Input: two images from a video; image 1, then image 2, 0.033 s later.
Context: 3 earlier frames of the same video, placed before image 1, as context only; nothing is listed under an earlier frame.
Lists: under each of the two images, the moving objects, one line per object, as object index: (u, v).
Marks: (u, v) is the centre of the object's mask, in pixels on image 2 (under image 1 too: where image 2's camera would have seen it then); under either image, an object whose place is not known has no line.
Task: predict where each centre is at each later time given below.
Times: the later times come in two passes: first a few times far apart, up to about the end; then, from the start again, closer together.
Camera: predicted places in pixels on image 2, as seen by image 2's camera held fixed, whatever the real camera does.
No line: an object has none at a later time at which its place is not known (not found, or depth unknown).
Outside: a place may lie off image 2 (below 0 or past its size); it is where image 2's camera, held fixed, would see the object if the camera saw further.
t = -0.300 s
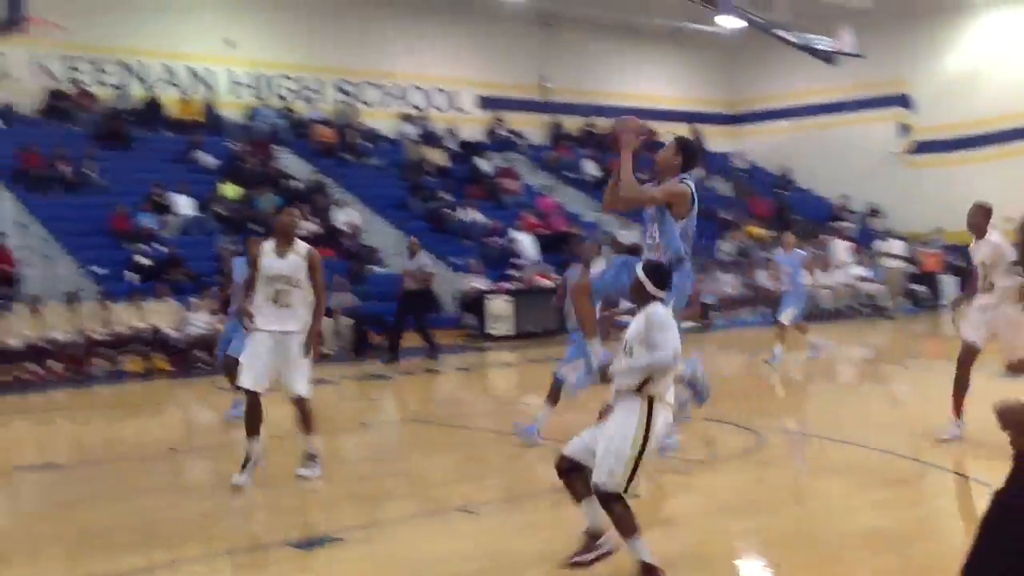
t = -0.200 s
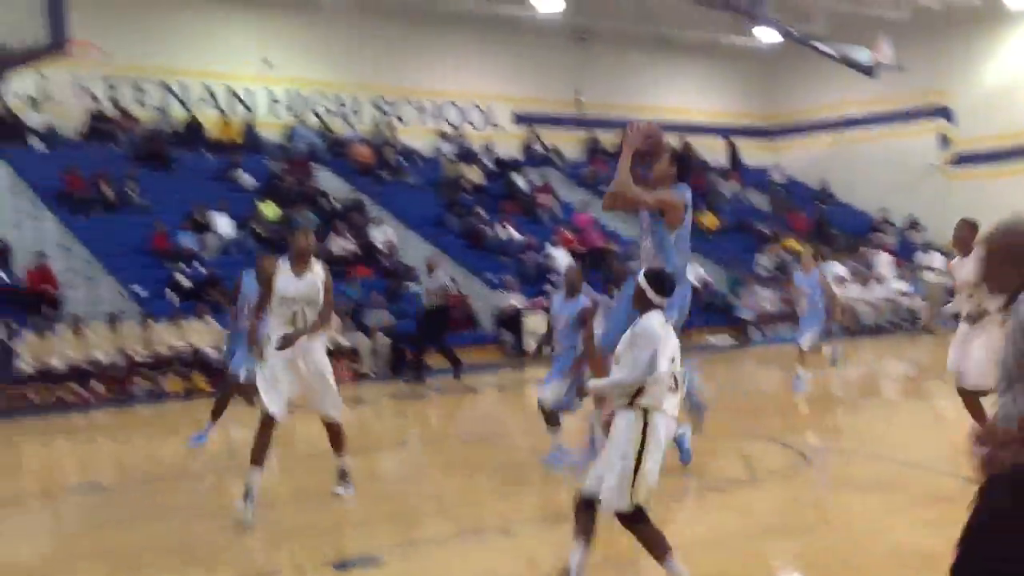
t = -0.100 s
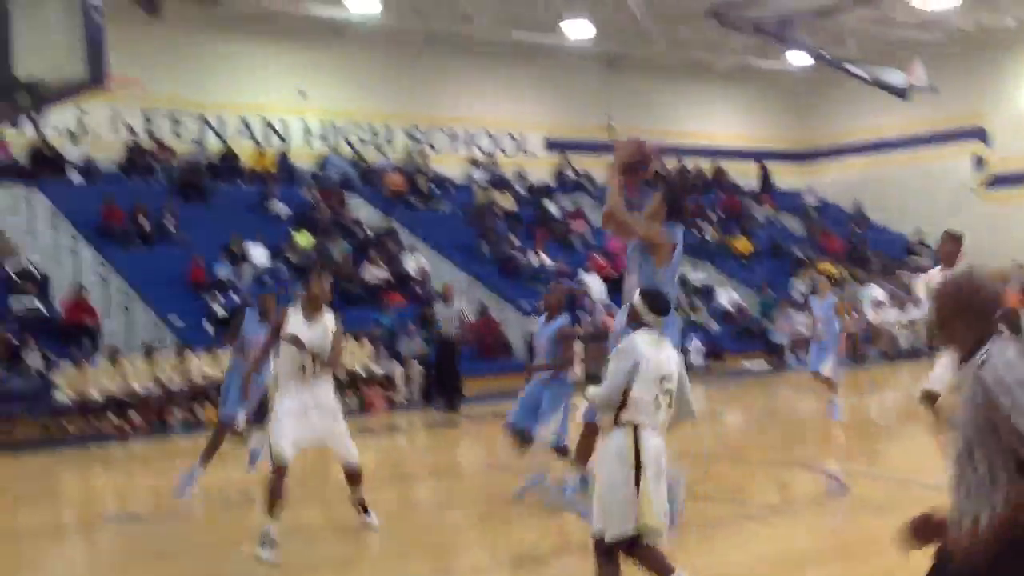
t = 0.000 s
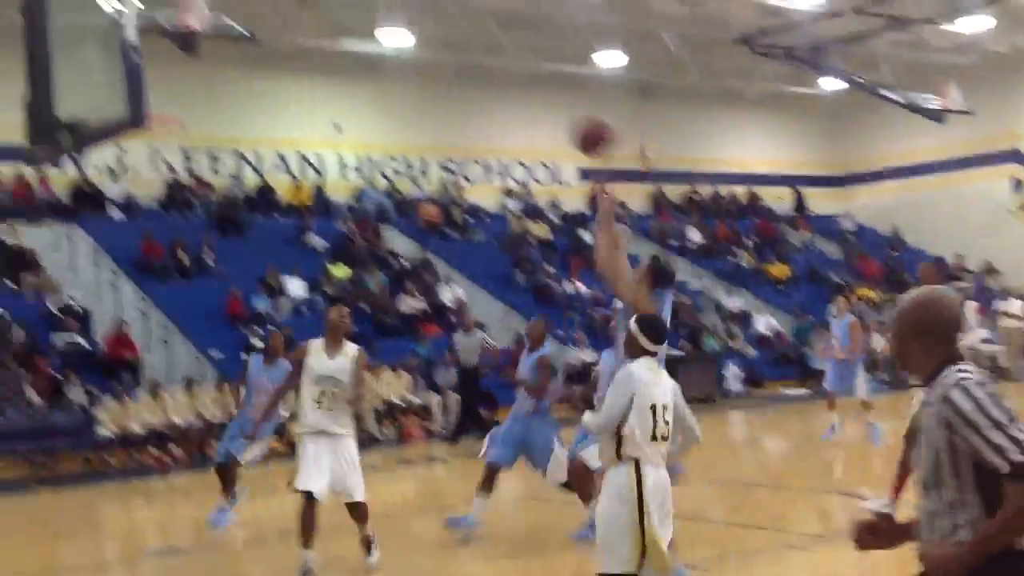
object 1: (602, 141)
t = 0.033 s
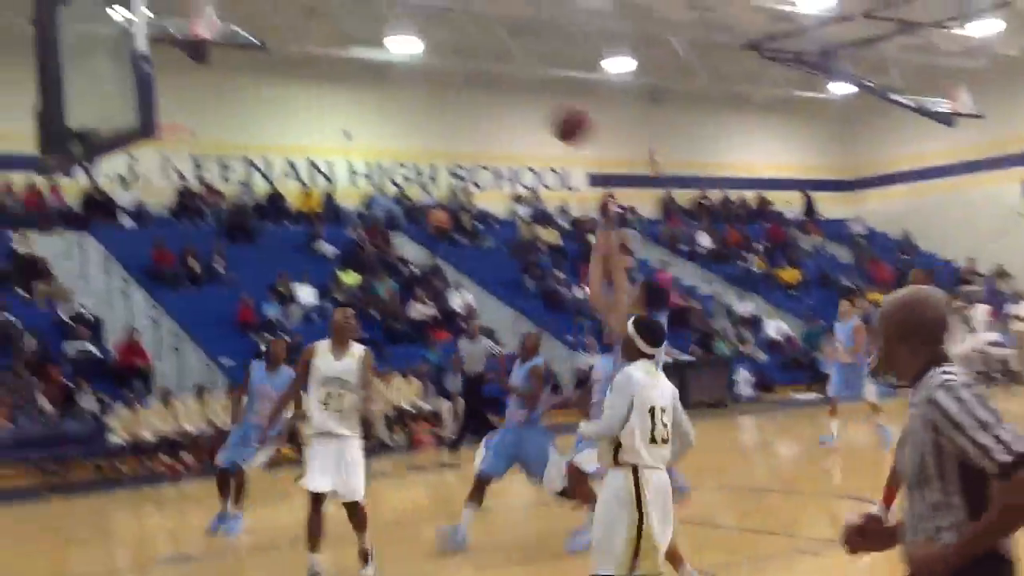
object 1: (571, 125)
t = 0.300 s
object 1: (334, 51)
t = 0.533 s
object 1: (160, 79)
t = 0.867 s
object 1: (169, 157)
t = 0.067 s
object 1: (539, 108)
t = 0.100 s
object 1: (510, 95)
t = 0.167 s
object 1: (450, 75)
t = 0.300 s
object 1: (334, 51)
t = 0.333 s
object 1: (307, 50)
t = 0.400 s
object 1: (252, 55)
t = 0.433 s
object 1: (225, 58)
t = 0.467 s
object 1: (200, 62)
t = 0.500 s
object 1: (176, 70)
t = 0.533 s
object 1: (160, 79)
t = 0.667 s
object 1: (164, 127)
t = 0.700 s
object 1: (168, 144)
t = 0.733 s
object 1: (170, 150)
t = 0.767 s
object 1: (171, 153)
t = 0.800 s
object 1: (172, 154)
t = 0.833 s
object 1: (169, 153)
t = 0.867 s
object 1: (169, 157)
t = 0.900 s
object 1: (168, 159)
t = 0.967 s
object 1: (160, 160)
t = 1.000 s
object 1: (158, 163)
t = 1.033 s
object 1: (155, 168)
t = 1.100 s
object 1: (153, 183)
